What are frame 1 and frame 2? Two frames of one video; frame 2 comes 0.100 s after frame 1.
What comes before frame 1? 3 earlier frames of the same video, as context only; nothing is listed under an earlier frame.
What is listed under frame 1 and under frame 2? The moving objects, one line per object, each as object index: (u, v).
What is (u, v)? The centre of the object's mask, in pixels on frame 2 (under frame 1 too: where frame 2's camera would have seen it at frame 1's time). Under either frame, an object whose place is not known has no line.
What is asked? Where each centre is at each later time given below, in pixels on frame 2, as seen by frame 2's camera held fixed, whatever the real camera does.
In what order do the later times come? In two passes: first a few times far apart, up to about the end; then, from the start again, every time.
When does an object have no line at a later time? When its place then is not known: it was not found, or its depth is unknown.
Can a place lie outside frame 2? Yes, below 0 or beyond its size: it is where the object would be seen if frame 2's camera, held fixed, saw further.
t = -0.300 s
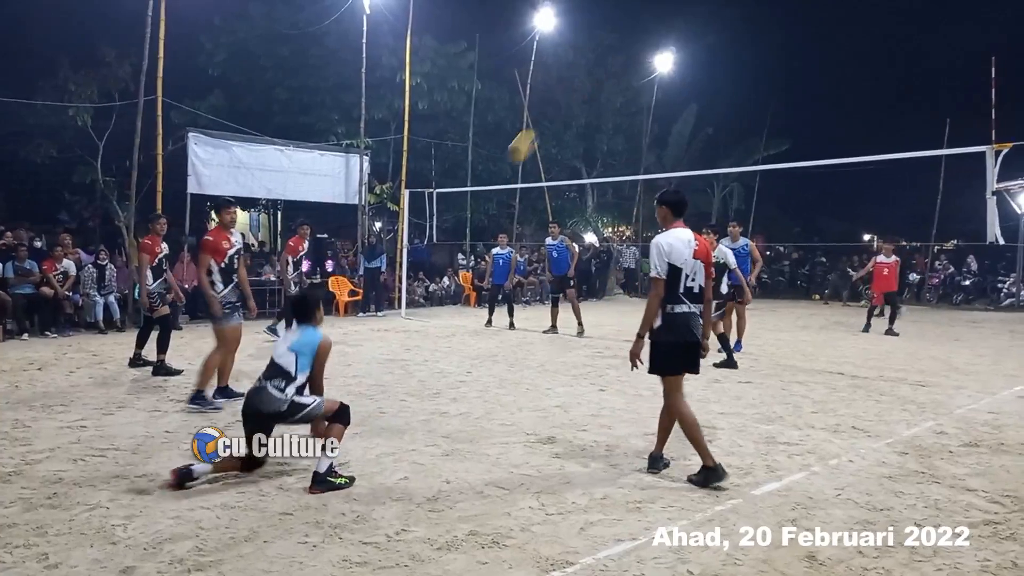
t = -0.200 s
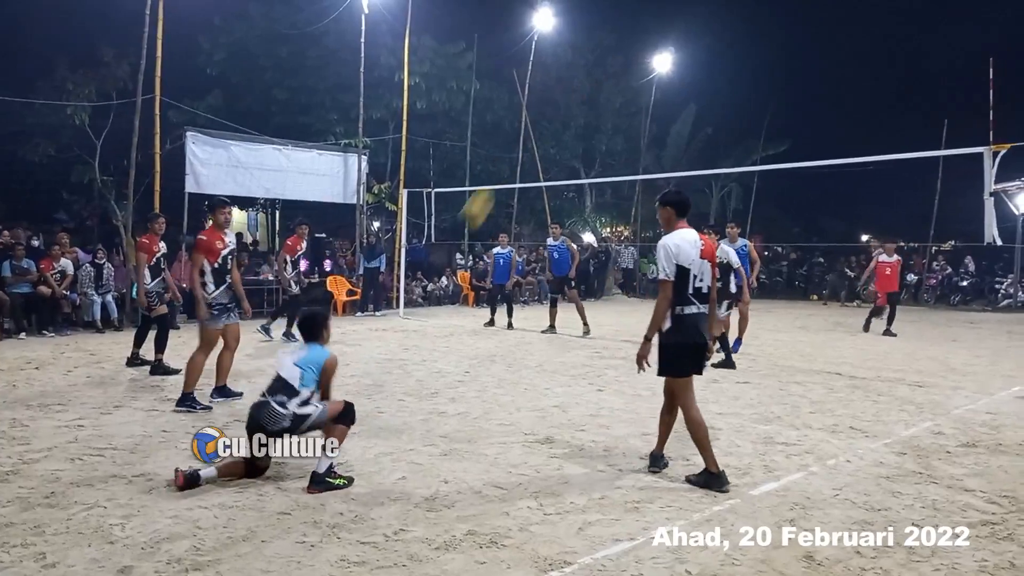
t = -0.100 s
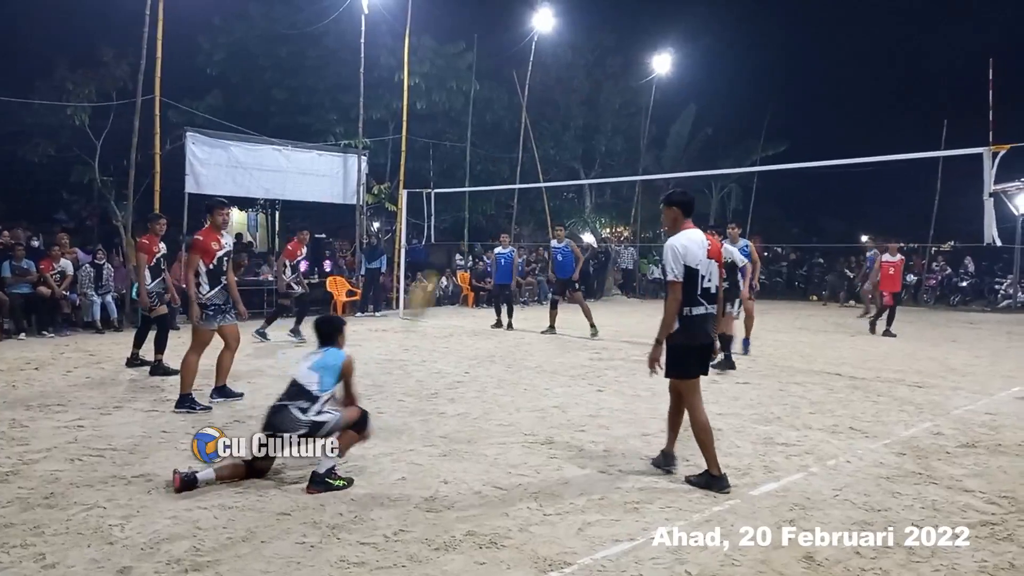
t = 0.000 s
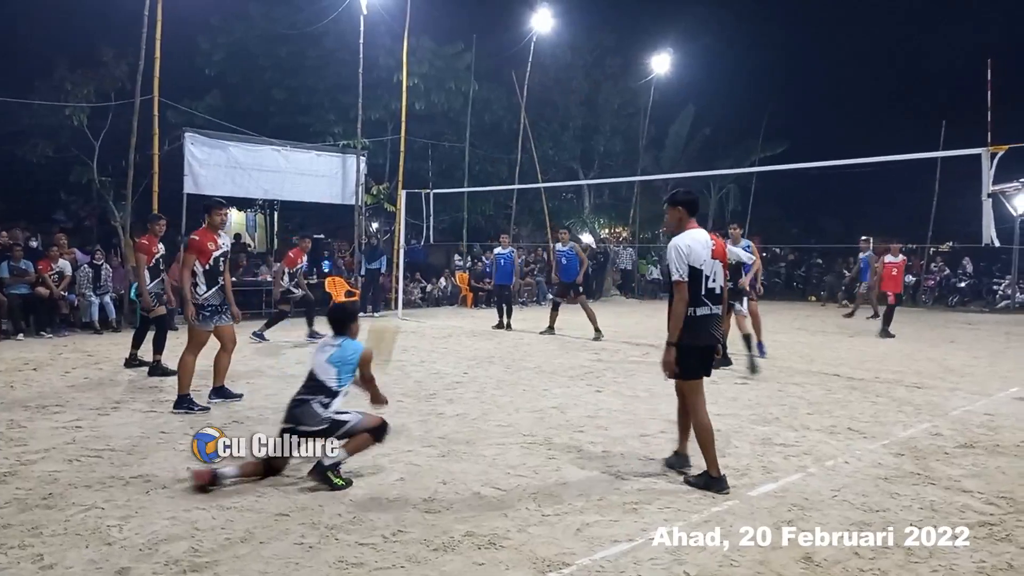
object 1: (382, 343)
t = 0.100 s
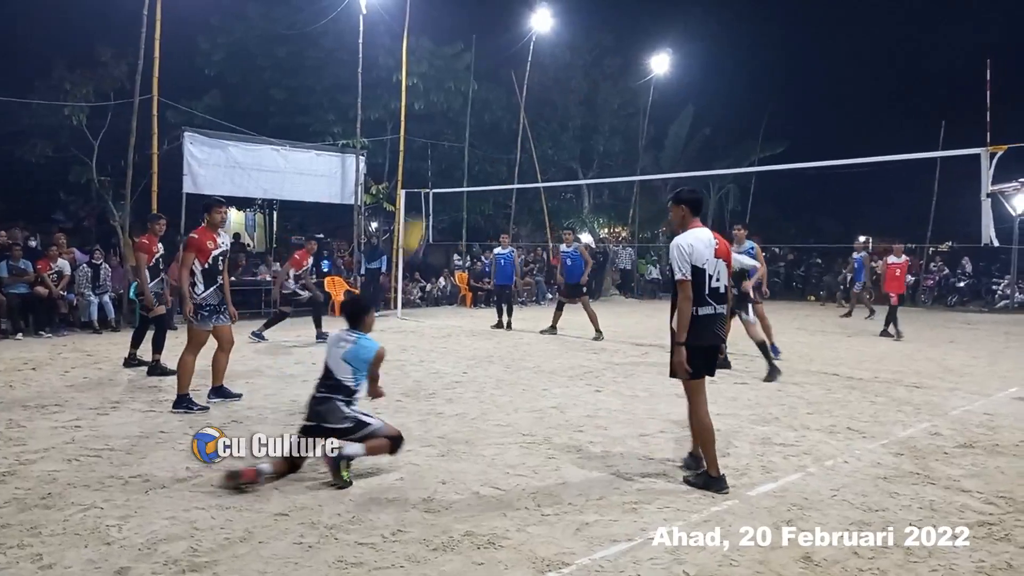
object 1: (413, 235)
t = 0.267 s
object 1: (454, 124)
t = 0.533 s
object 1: (503, 43)
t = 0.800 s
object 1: (540, 43)
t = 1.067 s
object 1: (568, 95)
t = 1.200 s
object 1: (579, 136)
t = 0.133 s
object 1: (421, 209)
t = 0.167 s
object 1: (432, 182)
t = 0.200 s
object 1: (439, 162)
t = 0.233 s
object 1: (447, 141)
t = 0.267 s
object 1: (454, 124)
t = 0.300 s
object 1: (461, 107)
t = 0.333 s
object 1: (468, 94)
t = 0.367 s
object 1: (475, 81)
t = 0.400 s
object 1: (481, 71)
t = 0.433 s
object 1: (487, 61)
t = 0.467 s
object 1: (493, 53)
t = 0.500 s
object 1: (498, 47)
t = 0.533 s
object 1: (503, 43)
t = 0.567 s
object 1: (508, 39)
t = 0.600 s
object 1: (513, 36)
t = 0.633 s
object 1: (518, 35)
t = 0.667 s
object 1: (523, 34)
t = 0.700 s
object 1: (526, 35)
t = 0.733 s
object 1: (530, 38)
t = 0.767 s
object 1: (535, 41)
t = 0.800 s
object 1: (540, 43)
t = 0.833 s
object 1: (544, 46)
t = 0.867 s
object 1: (548, 52)
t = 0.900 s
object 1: (551, 57)
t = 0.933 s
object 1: (555, 63)
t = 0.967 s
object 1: (558, 70)
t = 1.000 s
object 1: (561, 78)
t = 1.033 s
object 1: (565, 87)
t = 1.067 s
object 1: (568, 95)
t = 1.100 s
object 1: (571, 105)
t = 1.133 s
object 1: (574, 115)
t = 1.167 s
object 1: (576, 125)
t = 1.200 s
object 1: (579, 136)
